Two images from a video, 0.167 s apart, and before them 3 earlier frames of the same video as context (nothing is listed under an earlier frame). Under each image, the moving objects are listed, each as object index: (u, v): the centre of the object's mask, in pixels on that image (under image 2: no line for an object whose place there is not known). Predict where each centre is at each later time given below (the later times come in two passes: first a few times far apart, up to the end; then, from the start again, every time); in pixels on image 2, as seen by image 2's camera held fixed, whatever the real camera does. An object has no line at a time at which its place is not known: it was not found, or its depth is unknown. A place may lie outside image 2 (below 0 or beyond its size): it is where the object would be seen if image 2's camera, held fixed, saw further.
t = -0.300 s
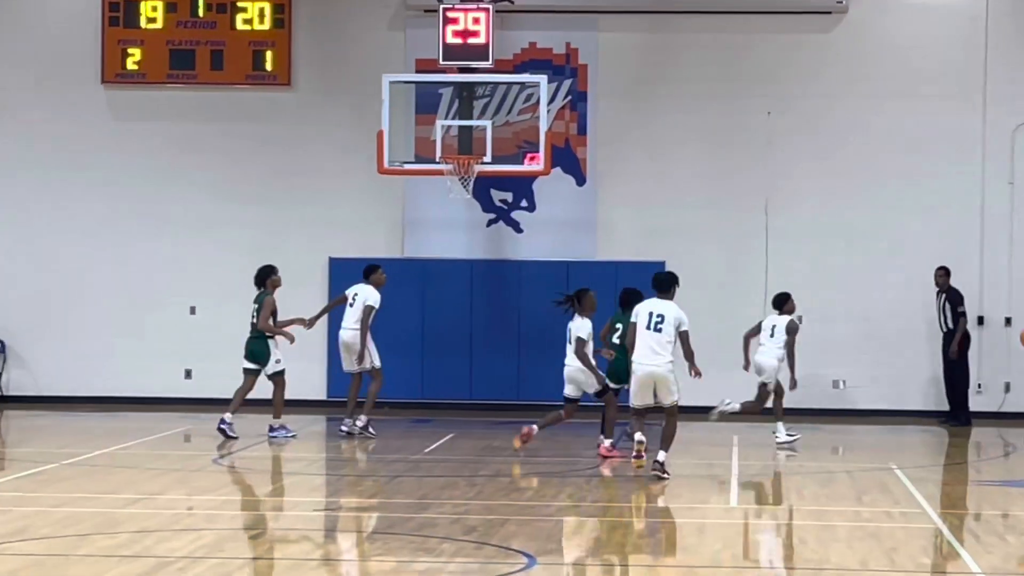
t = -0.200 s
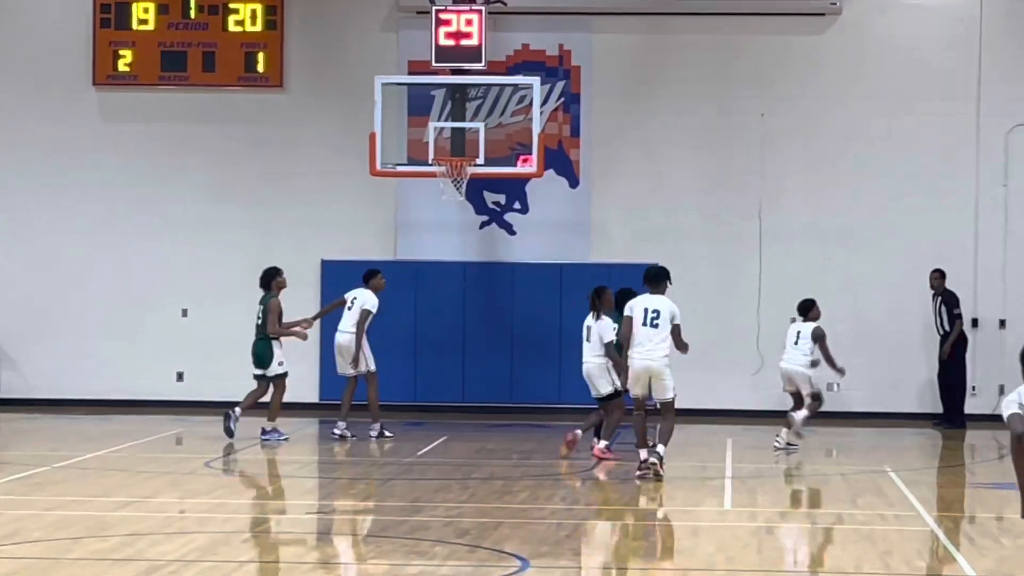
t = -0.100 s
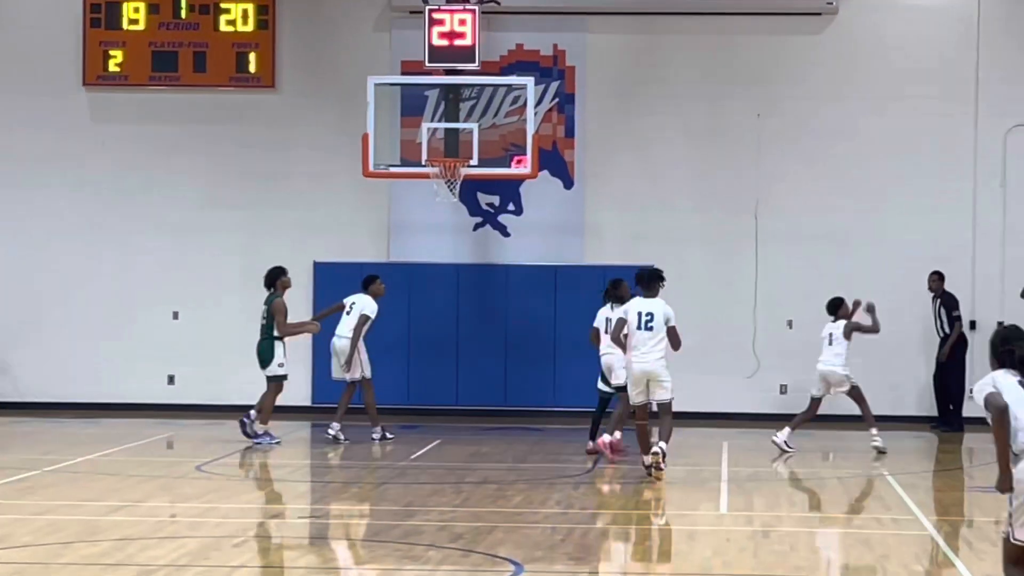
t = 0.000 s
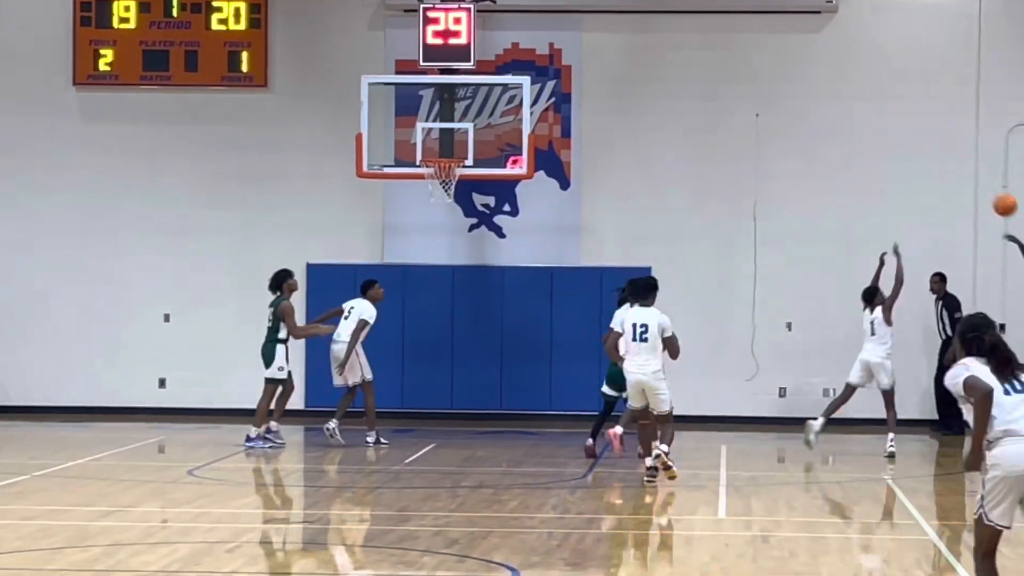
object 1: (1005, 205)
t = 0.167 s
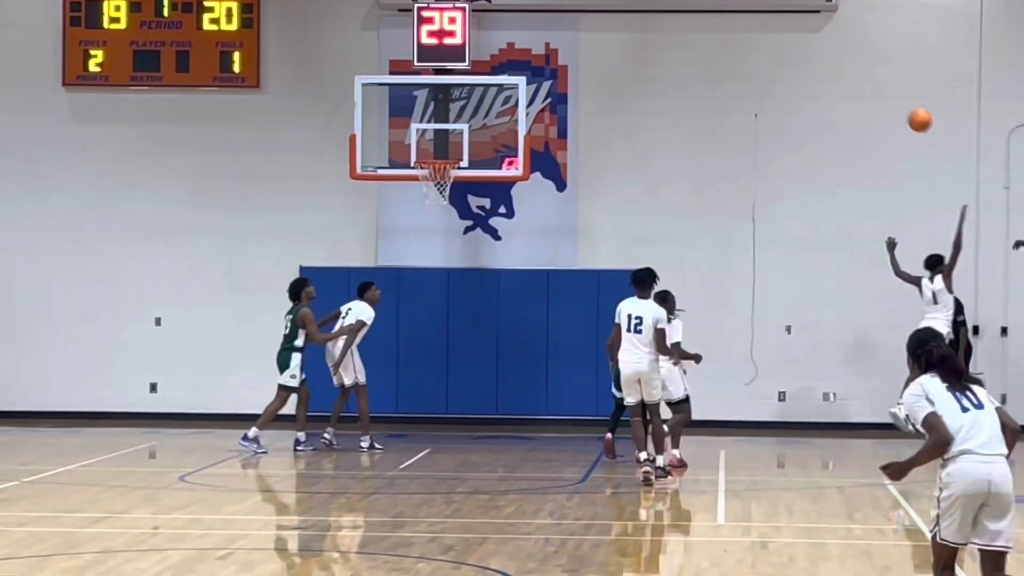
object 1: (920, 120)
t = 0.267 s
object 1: (868, 82)
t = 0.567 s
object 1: (720, 29)
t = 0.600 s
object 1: (704, 27)
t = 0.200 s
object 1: (903, 106)
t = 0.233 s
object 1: (885, 94)
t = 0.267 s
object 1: (868, 82)
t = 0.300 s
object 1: (852, 72)
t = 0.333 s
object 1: (834, 63)
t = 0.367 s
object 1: (817, 55)
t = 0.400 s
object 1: (800, 47)
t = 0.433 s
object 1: (784, 41)
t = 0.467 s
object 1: (768, 37)
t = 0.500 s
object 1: (752, 33)
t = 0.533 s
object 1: (736, 30)
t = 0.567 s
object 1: (720, 29)
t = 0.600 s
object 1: (704, 27)
